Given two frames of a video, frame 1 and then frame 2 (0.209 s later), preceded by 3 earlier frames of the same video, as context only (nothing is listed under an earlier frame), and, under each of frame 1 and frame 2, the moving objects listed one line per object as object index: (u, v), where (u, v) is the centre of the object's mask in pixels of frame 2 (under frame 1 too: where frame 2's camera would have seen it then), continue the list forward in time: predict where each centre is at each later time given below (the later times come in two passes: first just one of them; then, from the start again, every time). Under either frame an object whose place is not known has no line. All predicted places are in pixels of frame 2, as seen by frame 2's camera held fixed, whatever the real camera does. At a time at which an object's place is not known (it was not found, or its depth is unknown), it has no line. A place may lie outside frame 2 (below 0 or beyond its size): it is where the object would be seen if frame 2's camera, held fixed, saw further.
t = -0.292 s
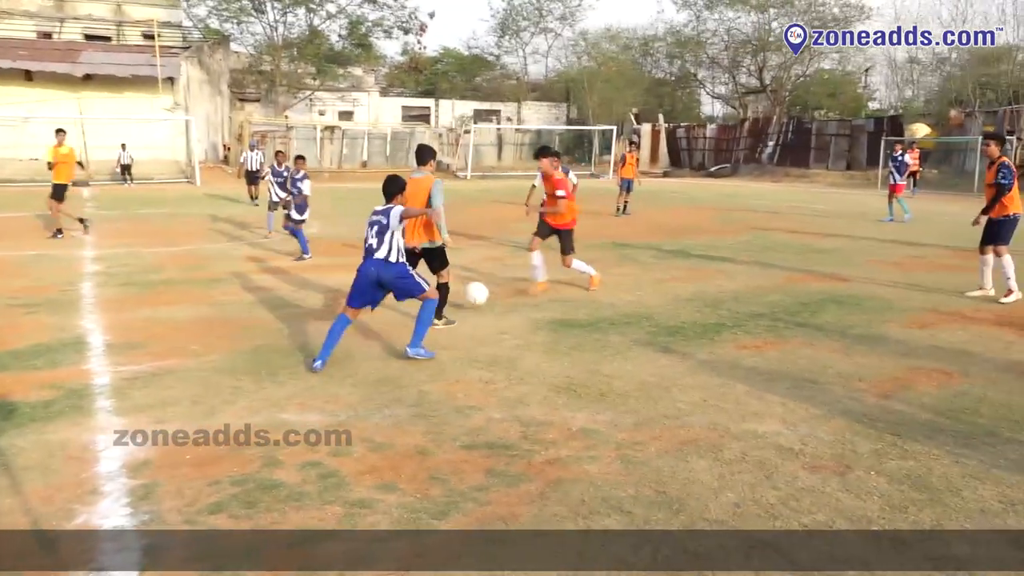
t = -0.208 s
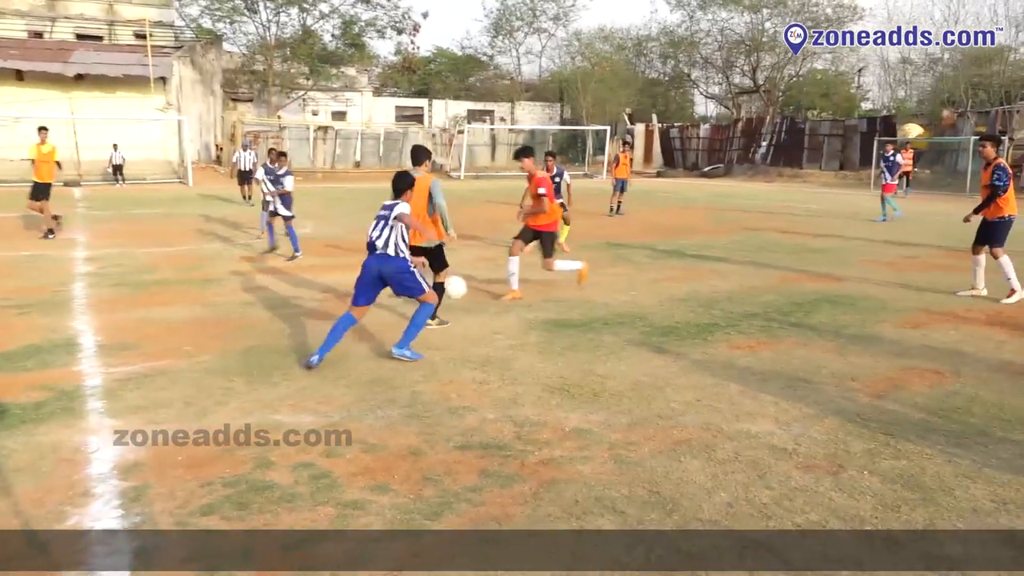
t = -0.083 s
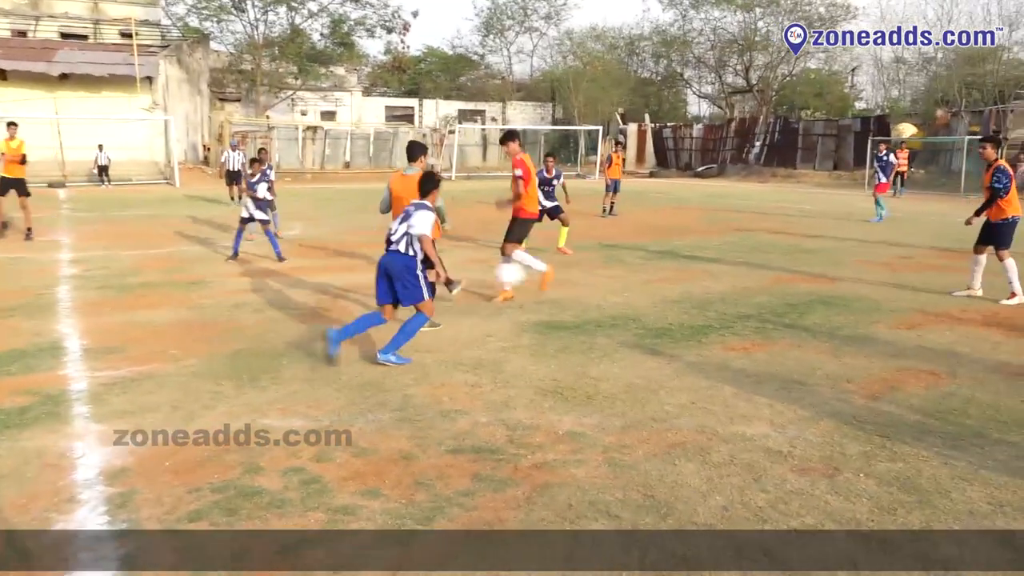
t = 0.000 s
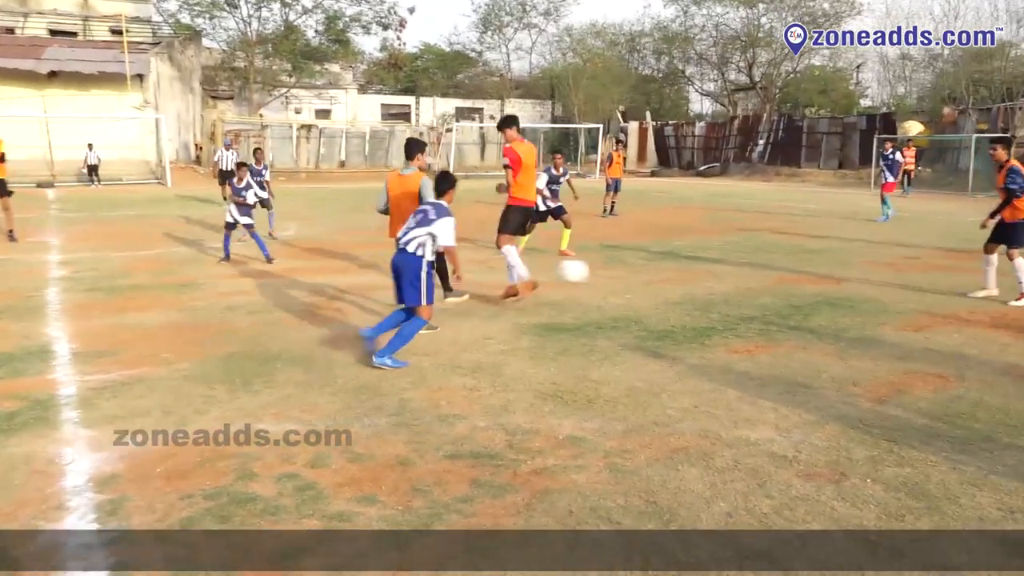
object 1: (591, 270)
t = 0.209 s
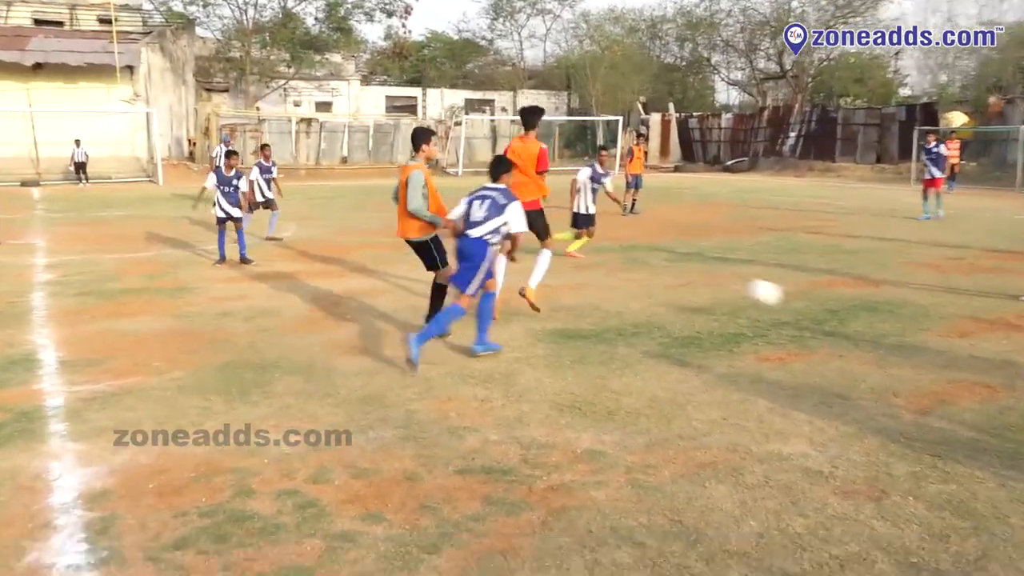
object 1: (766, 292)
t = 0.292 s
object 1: (831, 313)
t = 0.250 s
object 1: (799, 302)
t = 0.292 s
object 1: (831, 313)
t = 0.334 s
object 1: (857, 310)
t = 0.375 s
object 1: (891, 300)
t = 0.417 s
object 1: (911, 295)
